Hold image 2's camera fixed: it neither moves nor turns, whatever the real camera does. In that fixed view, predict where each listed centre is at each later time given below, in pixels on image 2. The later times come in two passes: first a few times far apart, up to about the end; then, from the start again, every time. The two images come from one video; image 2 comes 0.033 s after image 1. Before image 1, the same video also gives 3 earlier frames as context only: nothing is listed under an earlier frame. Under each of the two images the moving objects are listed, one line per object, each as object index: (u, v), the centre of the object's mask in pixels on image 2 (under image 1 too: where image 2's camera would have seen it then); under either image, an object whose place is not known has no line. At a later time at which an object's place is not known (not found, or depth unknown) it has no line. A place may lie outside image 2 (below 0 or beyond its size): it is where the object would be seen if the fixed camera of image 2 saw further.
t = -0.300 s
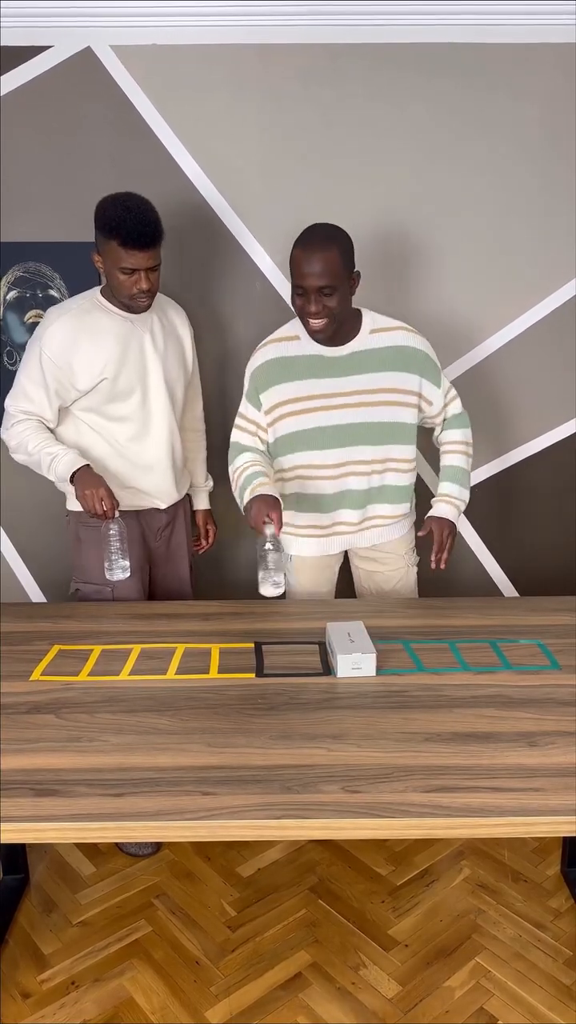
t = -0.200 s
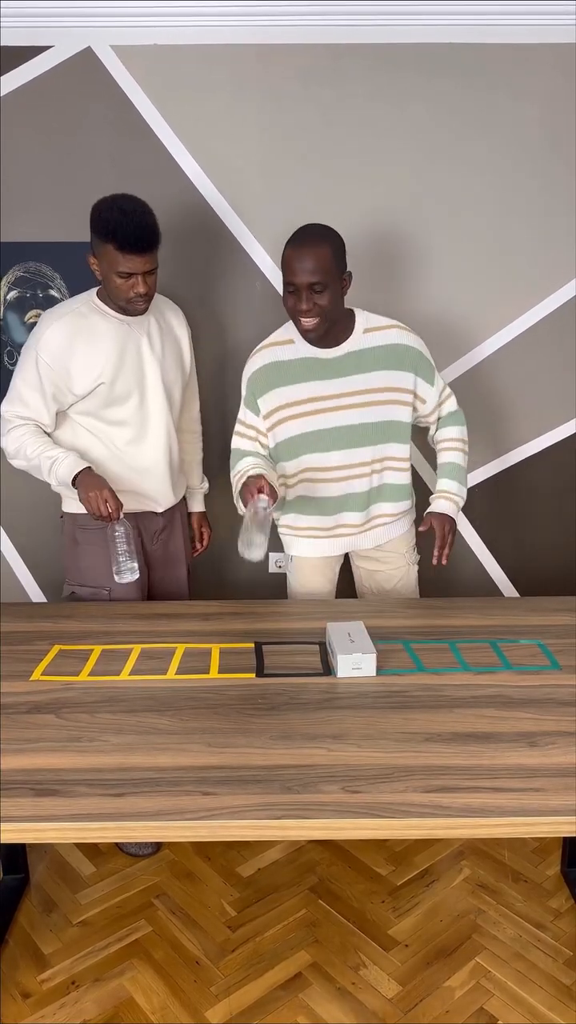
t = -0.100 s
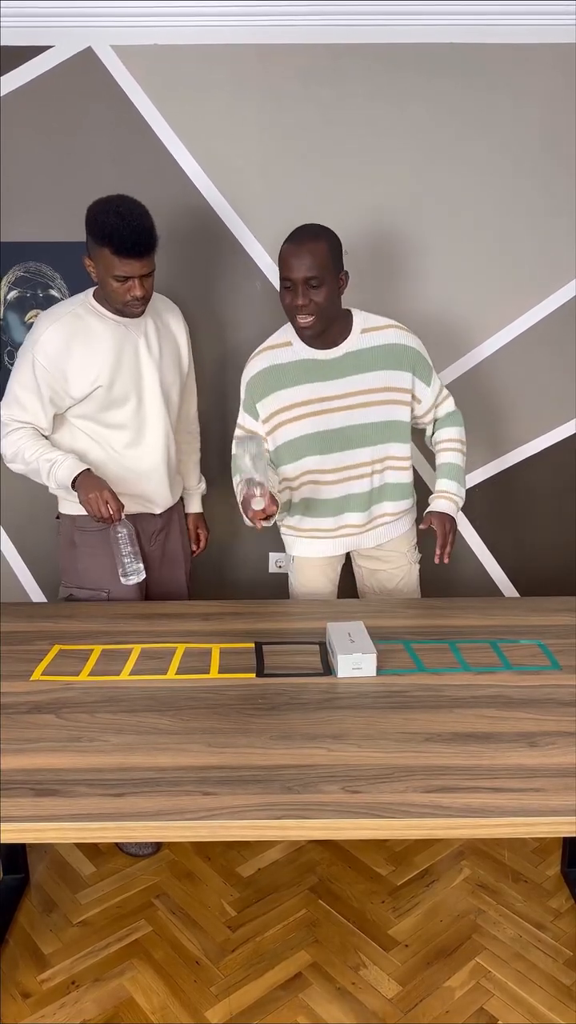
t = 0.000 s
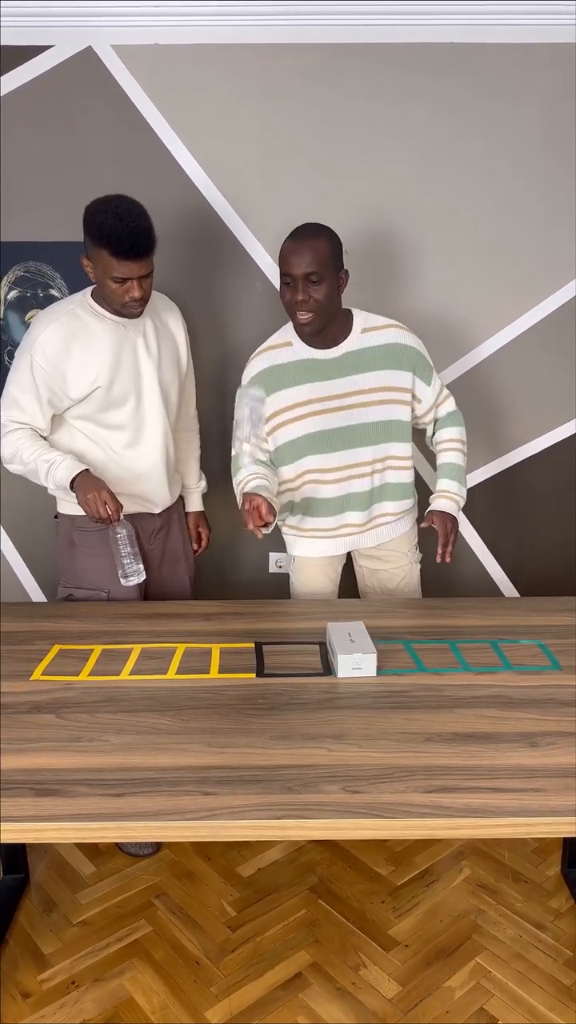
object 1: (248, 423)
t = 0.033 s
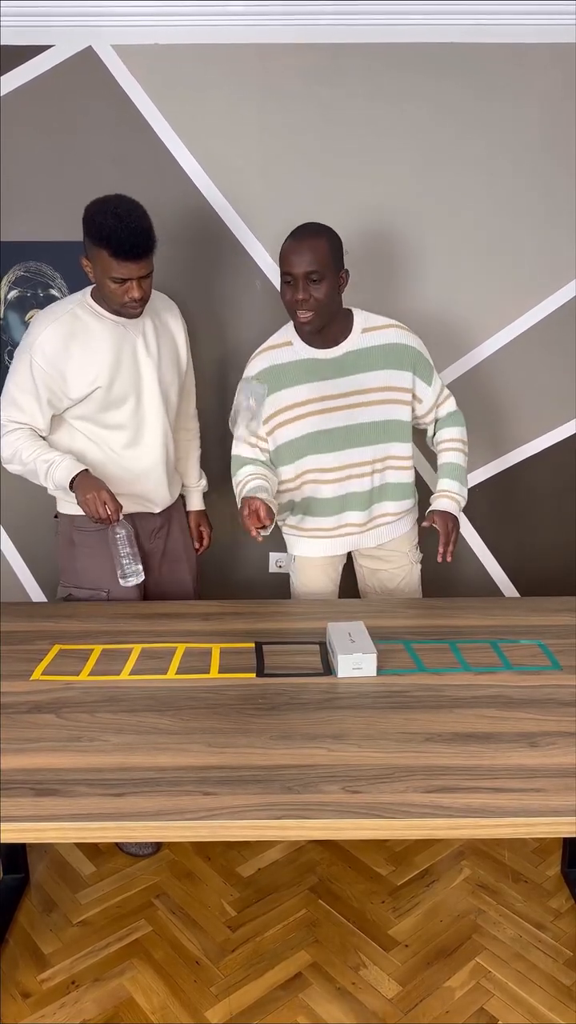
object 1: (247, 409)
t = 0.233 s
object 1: (249, 441)
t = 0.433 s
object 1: (252, 624)
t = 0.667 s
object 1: (251, 643)
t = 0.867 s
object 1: (251, 659)
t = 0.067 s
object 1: (247, 400)
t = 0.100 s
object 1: (248, 398)
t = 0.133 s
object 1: (248, 401)
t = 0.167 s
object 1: (249, 410)
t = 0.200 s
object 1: (249, 423)
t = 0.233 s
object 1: (249, 441)
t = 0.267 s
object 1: (249, 476)
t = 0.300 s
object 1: (251, 499)
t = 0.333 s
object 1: (251, 533)
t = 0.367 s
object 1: (252, 570)
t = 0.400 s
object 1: (253, 608)
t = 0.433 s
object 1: (252, 624)
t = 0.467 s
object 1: (252, 625)
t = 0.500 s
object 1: (253, 625)
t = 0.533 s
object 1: (253, 626)
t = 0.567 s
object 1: (252, 628)
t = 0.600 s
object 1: (252, 631)
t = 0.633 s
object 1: (252, 636)
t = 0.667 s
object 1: (251, 643)
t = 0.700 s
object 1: (250, 654)
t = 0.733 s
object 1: (250, 657)
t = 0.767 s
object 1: (250, 659)
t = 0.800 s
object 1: (250, 659)
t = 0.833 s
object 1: (251, 659)
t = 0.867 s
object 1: (251, 659)
